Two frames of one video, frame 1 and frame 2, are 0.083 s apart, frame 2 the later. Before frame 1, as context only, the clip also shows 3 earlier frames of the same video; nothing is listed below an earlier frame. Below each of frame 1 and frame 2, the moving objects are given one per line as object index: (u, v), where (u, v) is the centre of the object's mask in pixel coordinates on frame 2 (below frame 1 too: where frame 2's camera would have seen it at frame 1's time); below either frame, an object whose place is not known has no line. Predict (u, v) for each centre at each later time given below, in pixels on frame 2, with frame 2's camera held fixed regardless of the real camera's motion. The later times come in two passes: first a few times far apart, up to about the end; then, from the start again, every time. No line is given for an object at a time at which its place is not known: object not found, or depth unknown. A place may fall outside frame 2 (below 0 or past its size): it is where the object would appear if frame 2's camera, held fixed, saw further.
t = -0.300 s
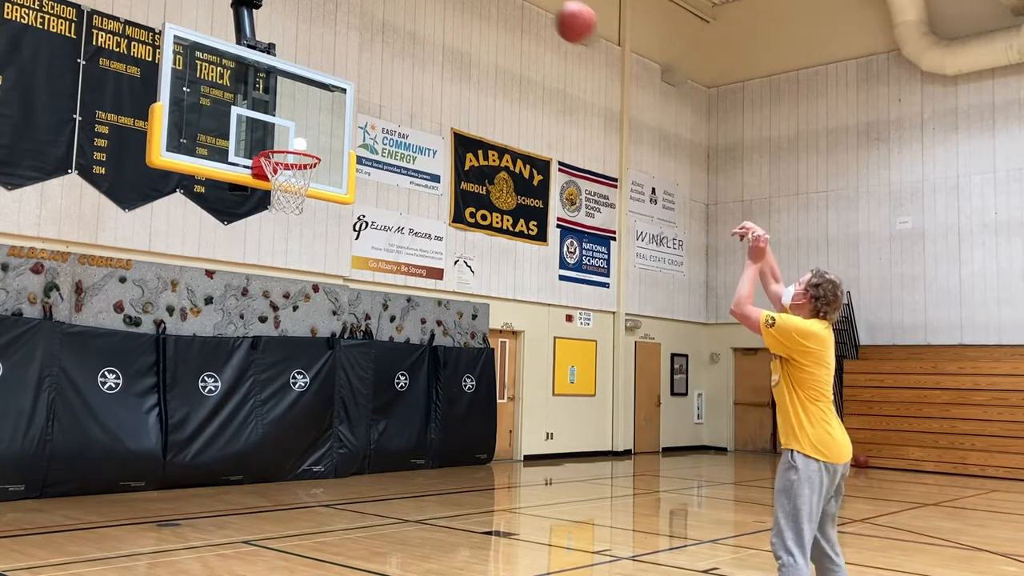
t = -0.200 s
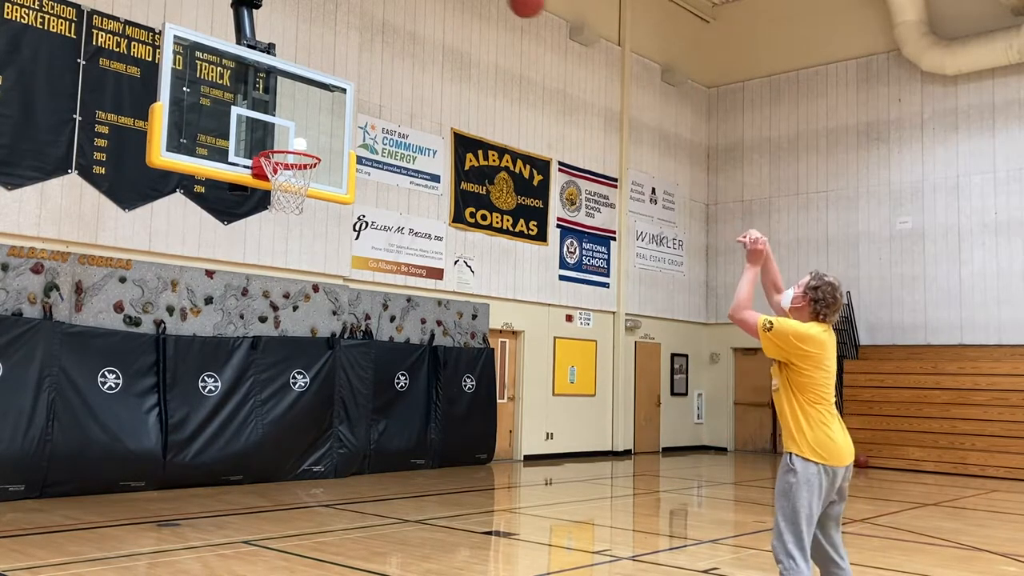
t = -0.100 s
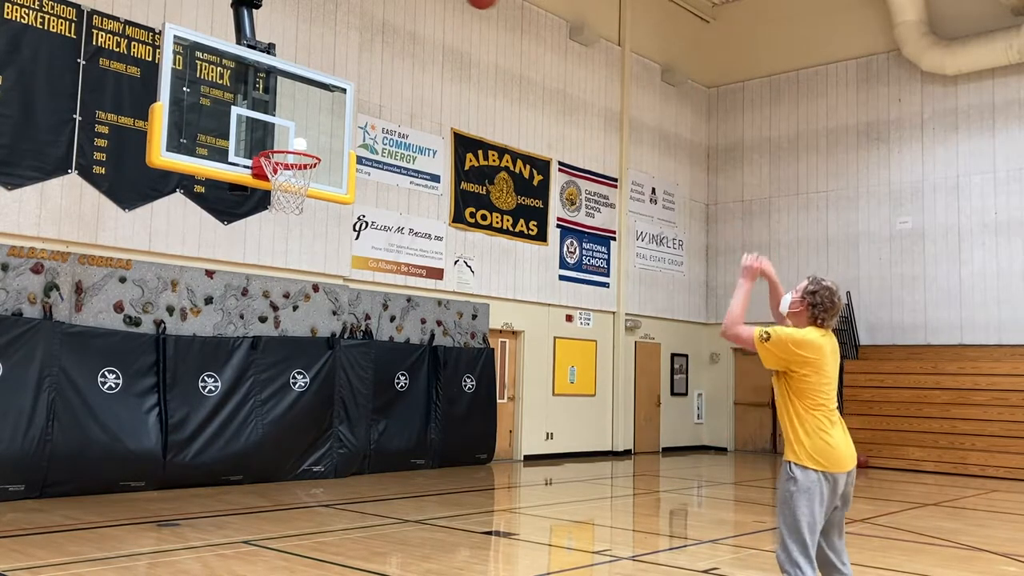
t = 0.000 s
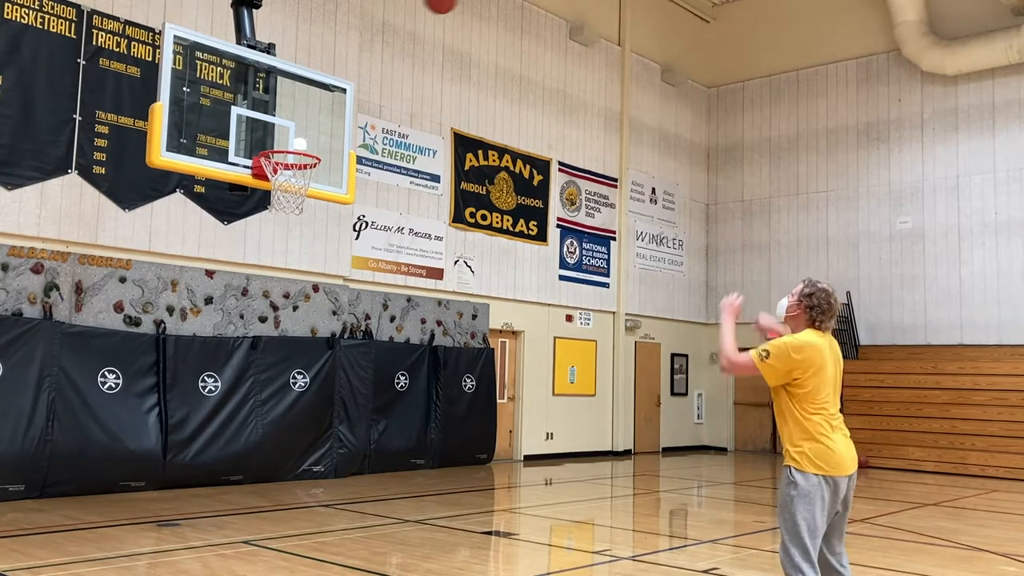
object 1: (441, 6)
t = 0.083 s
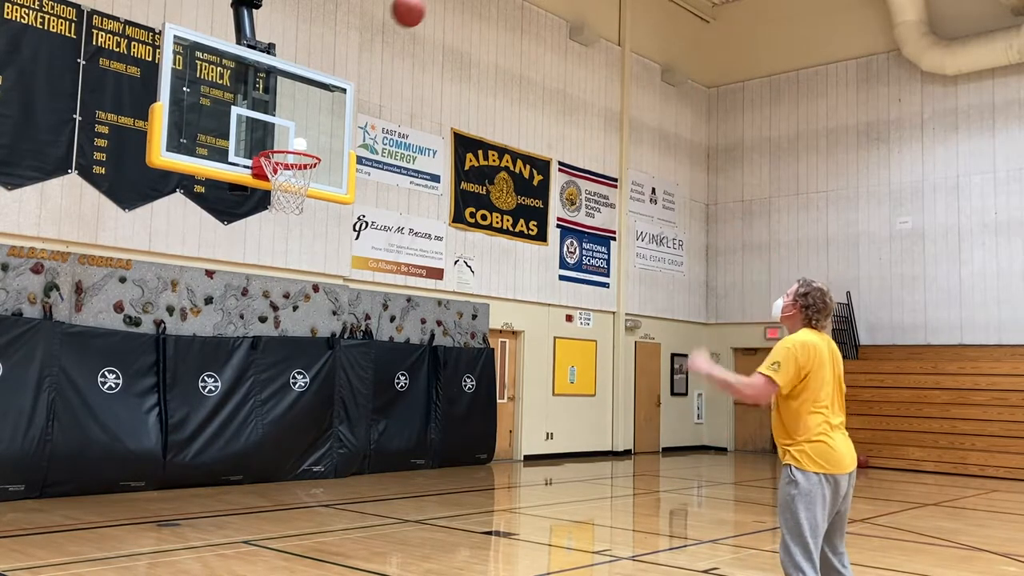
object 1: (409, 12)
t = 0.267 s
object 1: (342, 67)
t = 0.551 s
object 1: (269, 181)
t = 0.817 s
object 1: (293, 215)
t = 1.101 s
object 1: (302, 319)
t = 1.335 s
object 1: (305, 489)
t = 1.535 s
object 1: (318, 443)
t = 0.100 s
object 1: (402, 14)
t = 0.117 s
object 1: (396, 17)
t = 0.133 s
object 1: (389, 22)
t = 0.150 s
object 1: (383, 27)
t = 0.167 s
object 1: (377, 32)
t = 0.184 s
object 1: (371, 37)
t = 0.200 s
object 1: (366, 43)
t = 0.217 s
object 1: (359, 49)
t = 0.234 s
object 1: (353, 55)
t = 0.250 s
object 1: (348, 61)
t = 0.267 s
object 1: (342, 67)
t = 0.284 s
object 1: (336, 75)
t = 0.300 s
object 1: (331, 82)
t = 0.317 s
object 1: (325, 90)
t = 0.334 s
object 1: (319, 97)
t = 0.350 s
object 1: (314, 105)
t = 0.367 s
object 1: (308, 113)
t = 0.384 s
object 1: (303, 121)
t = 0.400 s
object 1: (298, 130)
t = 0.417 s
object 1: (292, 138)
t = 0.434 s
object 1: (286, 148)
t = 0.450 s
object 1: (282, 159)
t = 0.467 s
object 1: (274, 167)
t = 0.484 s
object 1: (271, 174)
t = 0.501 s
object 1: (269, 179)
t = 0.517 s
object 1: (268, 180)
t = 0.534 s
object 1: (269, 181)
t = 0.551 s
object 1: (269, 181)
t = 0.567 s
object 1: (274, 186)
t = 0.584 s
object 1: (274, 191)
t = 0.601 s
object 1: (275, 191)
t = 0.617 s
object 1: (275, 192)
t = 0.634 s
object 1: (277, 192)
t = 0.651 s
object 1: (281, 188)
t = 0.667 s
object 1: (283, 190)
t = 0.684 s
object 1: (280, 198)
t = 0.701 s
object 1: (282, 201)
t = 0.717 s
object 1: (283, 203)
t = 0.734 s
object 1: (285, 206)
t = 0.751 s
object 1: (288, 208)
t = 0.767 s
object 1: (290, 211)
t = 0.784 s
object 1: (292, 213)
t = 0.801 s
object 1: (293, 214)
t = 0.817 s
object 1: (293, 215)
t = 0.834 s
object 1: (294, 217)
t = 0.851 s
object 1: (294, 219)
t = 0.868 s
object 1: (294, 223)
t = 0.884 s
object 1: (295, 227)
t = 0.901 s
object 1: (296, 231)
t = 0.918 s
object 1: (296, 236)
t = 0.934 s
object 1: (297, 242)
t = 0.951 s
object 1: (298, 248)
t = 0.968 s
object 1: (298, 255)
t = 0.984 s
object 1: (299, 261)
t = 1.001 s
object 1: (299, 268)
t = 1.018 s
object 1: (300, 276)
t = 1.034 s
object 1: (300, 285)
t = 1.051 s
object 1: (301, 293)
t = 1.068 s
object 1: (301, 300)
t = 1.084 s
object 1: (302, 310)
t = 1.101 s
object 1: (302, 319)
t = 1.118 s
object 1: (303, 330)
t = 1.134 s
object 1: (303, 340)
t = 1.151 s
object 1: (303, 350)
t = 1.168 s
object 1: (304, 359)
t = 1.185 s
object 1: (305, 370)
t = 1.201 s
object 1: (305, 384)
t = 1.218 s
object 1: (305, 398)
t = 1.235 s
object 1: (305, 409)
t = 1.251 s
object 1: (305, 421)
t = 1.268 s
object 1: (305, 434)
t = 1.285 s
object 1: (305, 447)
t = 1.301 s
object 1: (305, 461)
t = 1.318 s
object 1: (305, 474)
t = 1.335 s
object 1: (305, 489)
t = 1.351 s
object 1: (305, 506)
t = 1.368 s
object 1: (305, 520)
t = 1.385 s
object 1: (305, 536)
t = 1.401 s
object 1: (306, 528)
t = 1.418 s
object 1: (308, 516)
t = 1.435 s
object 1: (310, 504)
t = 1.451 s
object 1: (312, 493)
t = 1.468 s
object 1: (313, 482)
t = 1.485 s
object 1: (314, 471)
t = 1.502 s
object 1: (315, 462)
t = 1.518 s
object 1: (317, 453)
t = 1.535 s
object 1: (318, 443)
